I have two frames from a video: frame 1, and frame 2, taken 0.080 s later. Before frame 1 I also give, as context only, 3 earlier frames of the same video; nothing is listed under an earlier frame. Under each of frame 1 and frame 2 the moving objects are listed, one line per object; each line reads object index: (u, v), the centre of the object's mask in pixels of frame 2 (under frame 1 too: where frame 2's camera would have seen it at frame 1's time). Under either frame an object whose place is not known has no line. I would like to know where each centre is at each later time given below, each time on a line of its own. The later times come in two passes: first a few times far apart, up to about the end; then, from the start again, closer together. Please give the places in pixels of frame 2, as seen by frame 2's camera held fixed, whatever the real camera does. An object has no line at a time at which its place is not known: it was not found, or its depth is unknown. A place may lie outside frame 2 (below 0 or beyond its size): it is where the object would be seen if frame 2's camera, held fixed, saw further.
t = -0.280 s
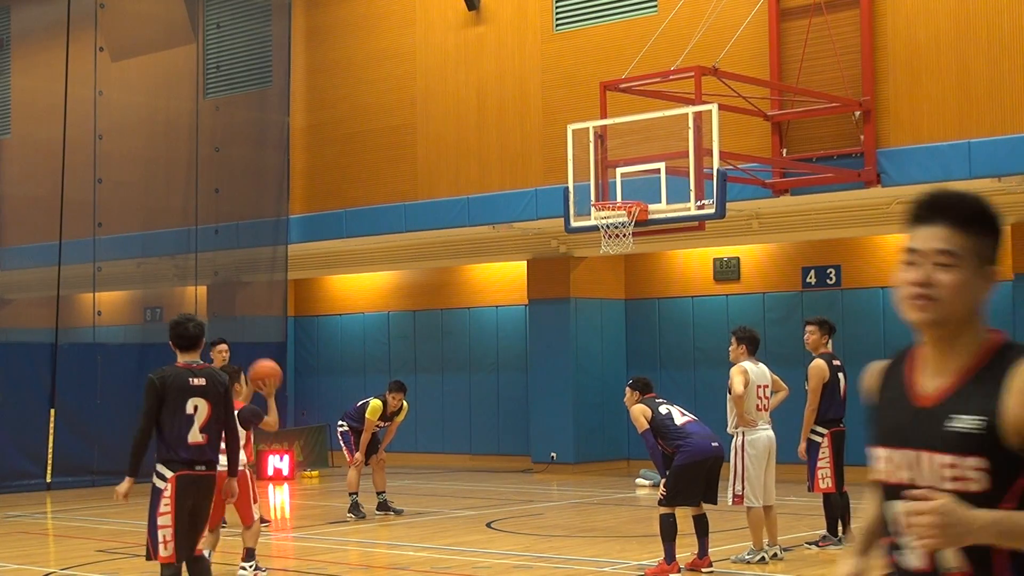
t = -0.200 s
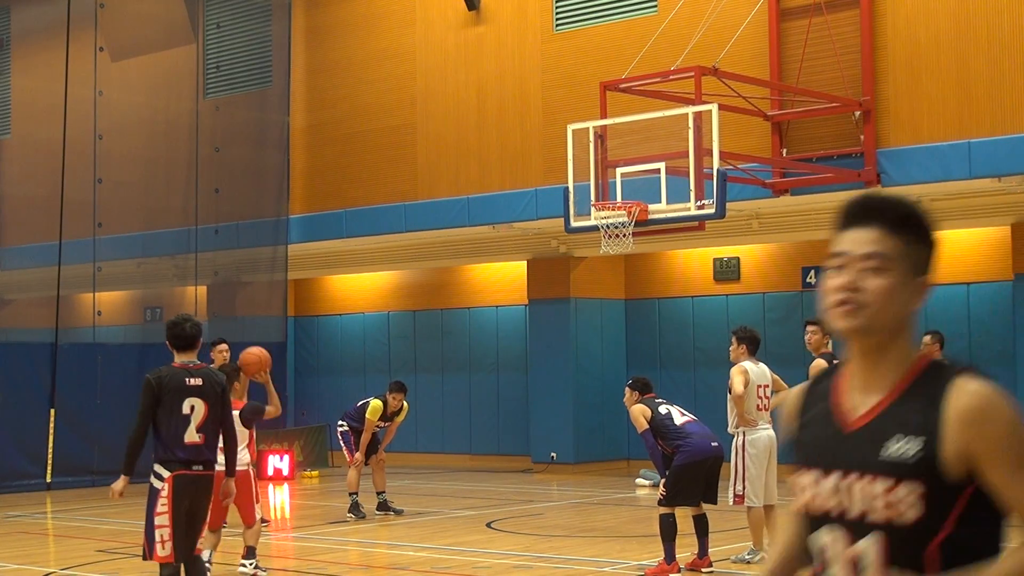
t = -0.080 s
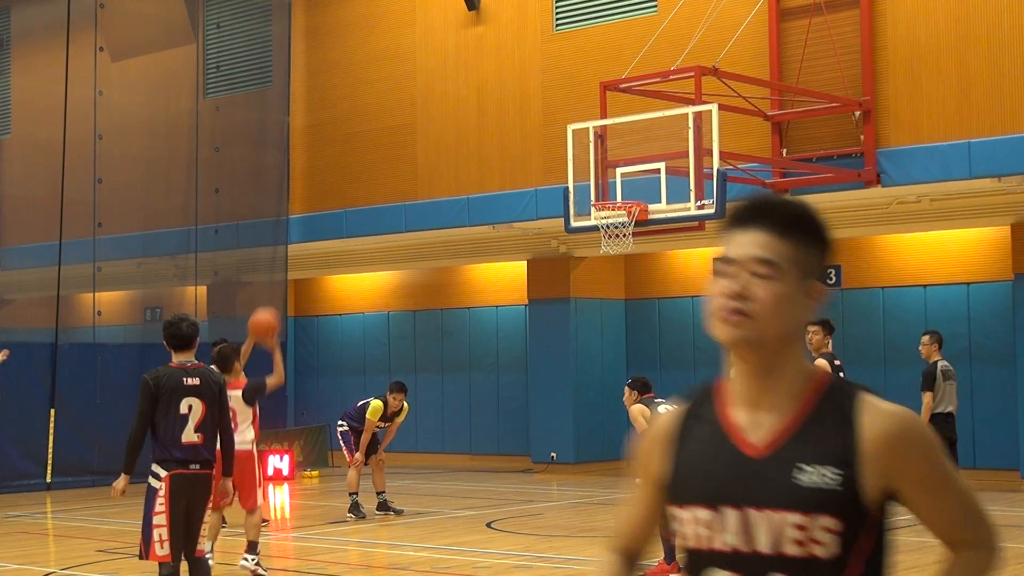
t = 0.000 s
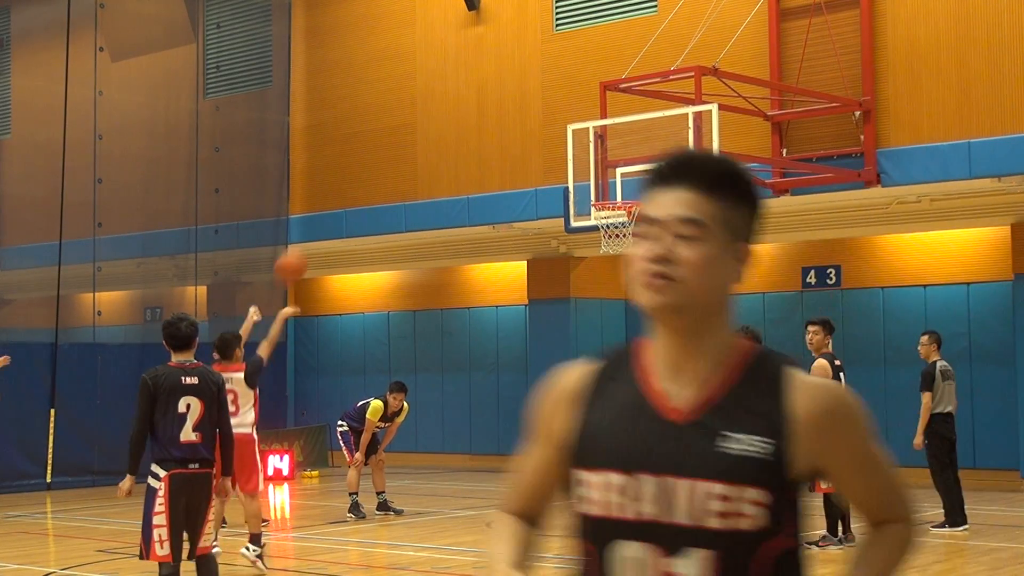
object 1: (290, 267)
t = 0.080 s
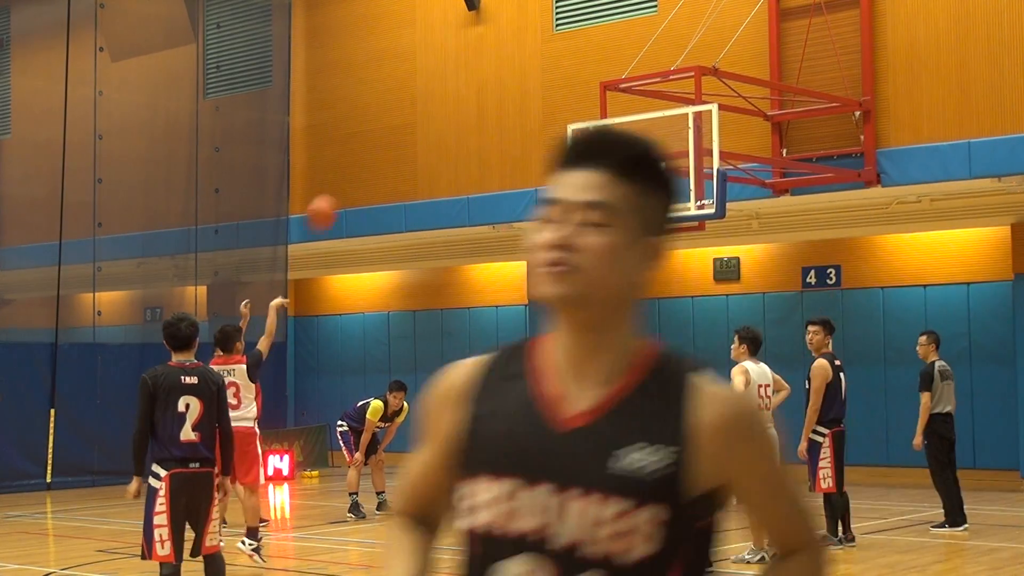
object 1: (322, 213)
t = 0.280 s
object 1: (394, 121)
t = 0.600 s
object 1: (495, 80)
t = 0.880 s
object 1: (573, 132)
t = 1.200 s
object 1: (609, 228)
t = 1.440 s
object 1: (594, 306)
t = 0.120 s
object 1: (337, 187)
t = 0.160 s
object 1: (351, 168)
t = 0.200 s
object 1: (362, 149)
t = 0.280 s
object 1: (394, 121)
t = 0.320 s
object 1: (406, 110)
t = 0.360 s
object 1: (420, 100)
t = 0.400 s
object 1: (434, 92)
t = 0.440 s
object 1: (446, 86)
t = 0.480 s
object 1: (458, 82)
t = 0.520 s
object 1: (471, 80)
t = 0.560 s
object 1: (483, 79)
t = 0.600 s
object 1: (495, 80)
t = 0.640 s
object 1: (507, 83)
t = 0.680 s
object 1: (519, 88)
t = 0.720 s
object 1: (530, 93)
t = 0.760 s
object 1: (541, 101)
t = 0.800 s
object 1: (552, 110)
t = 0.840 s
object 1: (562, 120)
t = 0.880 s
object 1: (573, 132)
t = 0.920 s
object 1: (584, 146)
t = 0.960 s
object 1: (595, 161)
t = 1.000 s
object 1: (605, 177)
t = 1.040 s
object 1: (616, 193)
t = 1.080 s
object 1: (619, 197)
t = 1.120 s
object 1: (617, 210)
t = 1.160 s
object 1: (615, 216)
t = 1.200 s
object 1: (609, 228)
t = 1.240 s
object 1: (606, 240)
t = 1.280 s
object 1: (605, 250)
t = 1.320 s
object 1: (602, 262)
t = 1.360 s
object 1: (599, 274)
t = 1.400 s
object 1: (597, 290)
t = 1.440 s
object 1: (594, 306)
